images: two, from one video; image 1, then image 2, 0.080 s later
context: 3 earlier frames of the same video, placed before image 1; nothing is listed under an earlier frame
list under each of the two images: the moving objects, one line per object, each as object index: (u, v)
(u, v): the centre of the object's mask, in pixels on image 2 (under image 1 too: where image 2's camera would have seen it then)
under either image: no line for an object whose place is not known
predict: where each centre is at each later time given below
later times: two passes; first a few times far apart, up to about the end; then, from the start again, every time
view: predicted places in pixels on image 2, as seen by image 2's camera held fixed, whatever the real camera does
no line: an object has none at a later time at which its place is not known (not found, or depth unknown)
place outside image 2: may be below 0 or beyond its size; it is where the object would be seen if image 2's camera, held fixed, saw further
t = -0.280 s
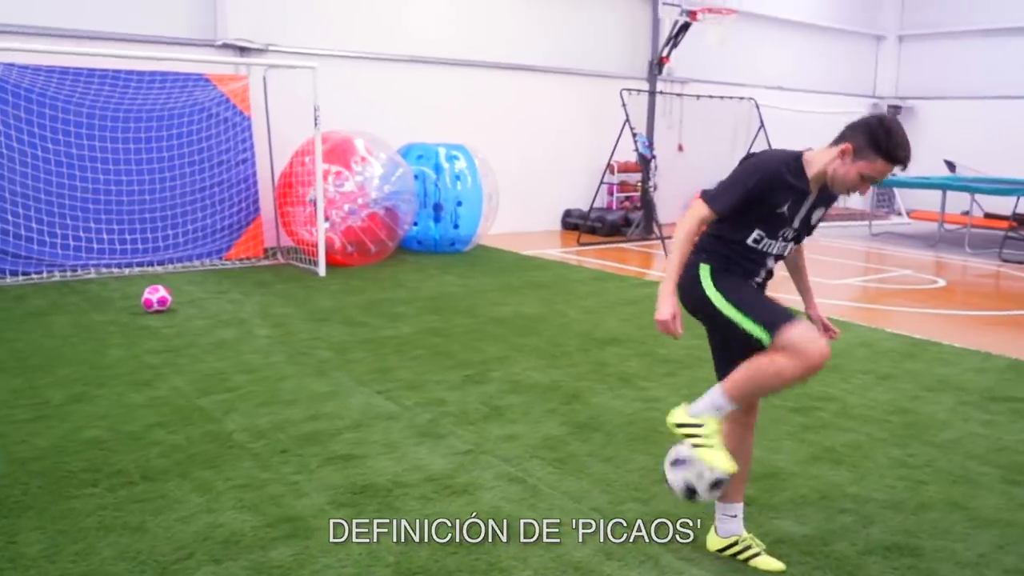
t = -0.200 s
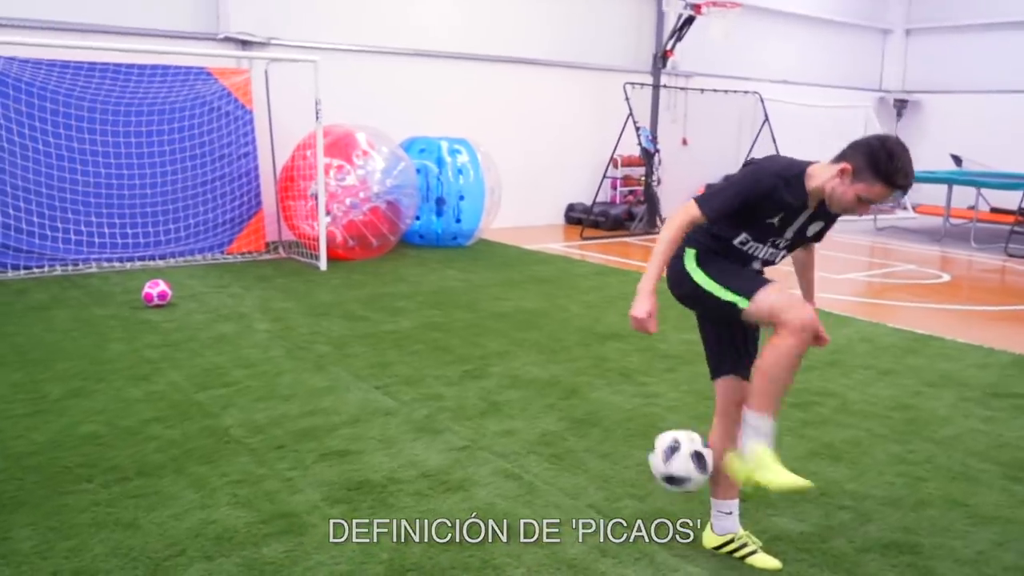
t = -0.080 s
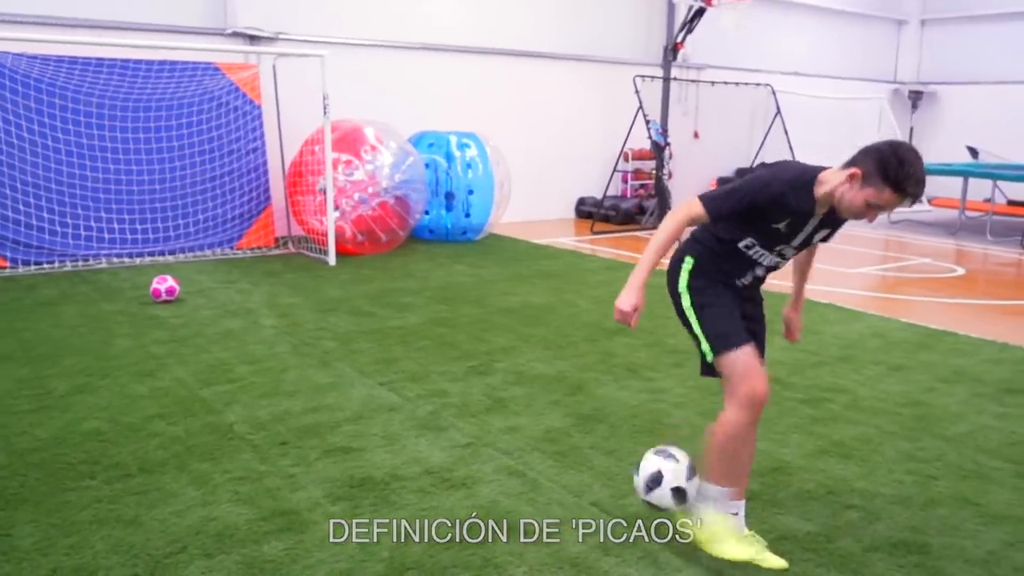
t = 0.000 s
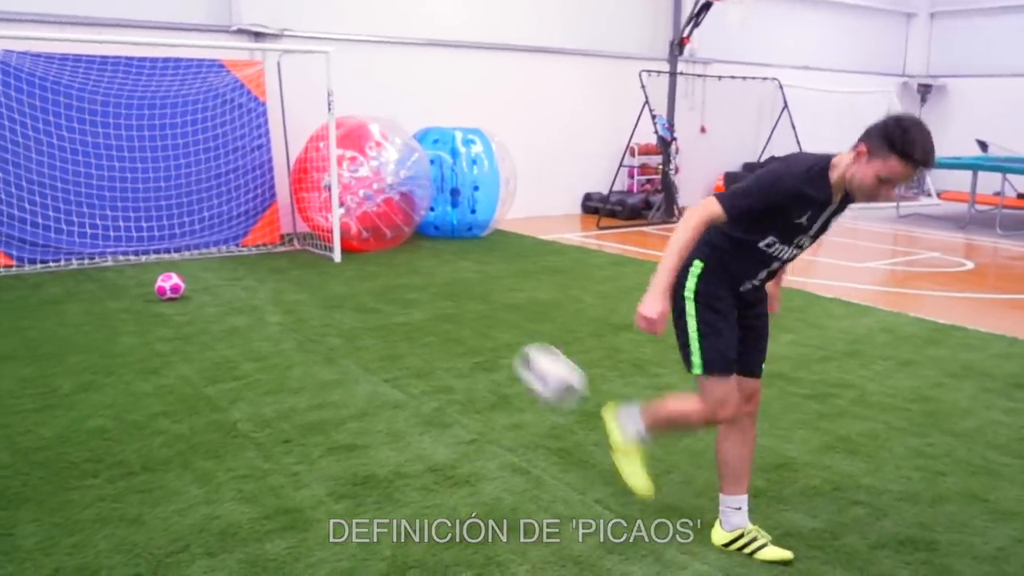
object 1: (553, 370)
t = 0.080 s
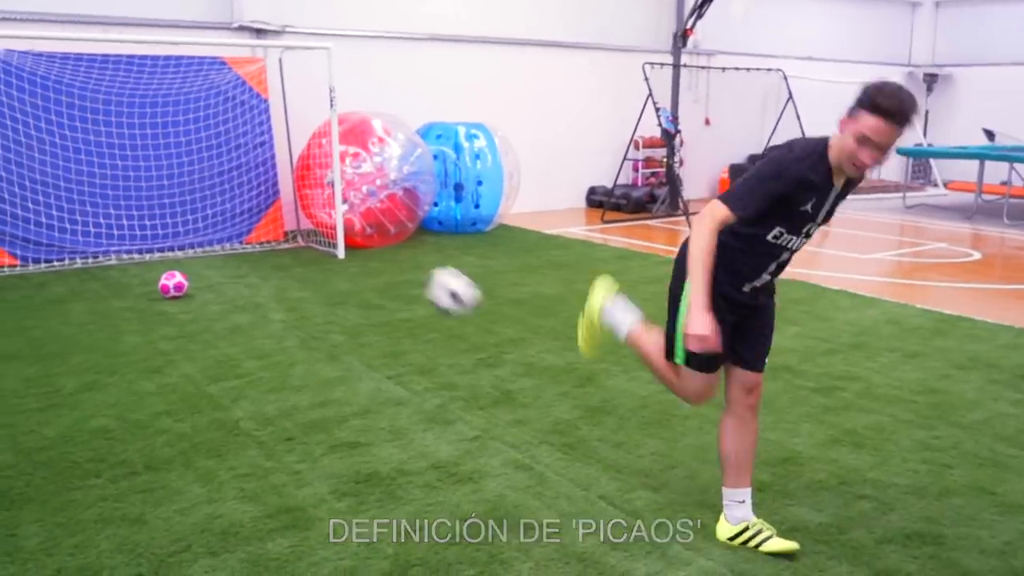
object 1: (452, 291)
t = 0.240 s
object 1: (325, 217)
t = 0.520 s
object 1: (219, 214)
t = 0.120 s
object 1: (413, 264)
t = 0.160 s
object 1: (380, 244)
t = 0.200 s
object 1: (350, 229)
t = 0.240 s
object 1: (325, 217)
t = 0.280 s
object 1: (305, 210)
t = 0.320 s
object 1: (285, 205)
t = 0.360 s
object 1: (268, 203)
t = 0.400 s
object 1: (254, 203)
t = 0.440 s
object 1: (241, 206)
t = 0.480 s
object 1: (229, 210)
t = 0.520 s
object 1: (219, 214)
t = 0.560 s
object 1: (209, 221)
